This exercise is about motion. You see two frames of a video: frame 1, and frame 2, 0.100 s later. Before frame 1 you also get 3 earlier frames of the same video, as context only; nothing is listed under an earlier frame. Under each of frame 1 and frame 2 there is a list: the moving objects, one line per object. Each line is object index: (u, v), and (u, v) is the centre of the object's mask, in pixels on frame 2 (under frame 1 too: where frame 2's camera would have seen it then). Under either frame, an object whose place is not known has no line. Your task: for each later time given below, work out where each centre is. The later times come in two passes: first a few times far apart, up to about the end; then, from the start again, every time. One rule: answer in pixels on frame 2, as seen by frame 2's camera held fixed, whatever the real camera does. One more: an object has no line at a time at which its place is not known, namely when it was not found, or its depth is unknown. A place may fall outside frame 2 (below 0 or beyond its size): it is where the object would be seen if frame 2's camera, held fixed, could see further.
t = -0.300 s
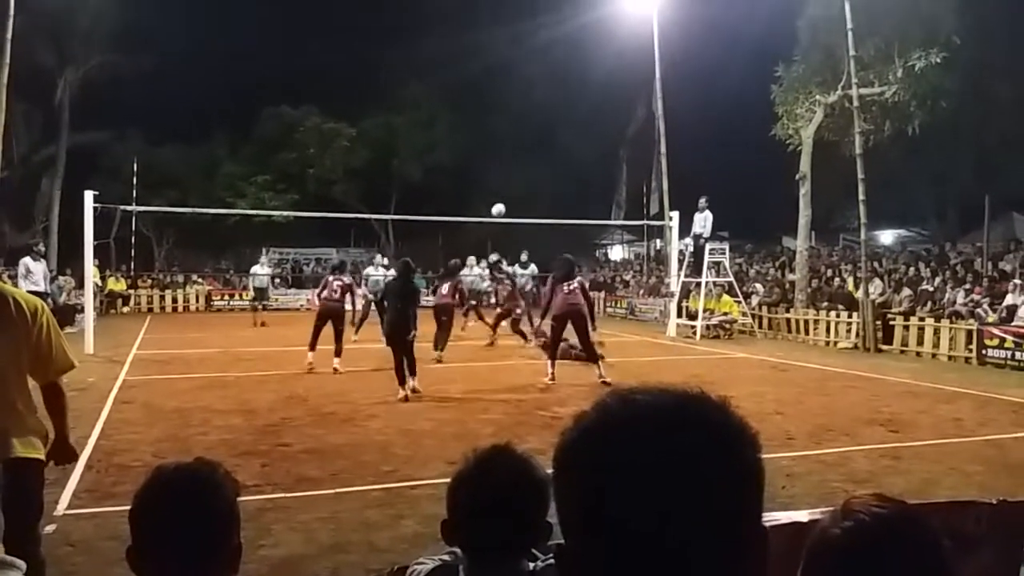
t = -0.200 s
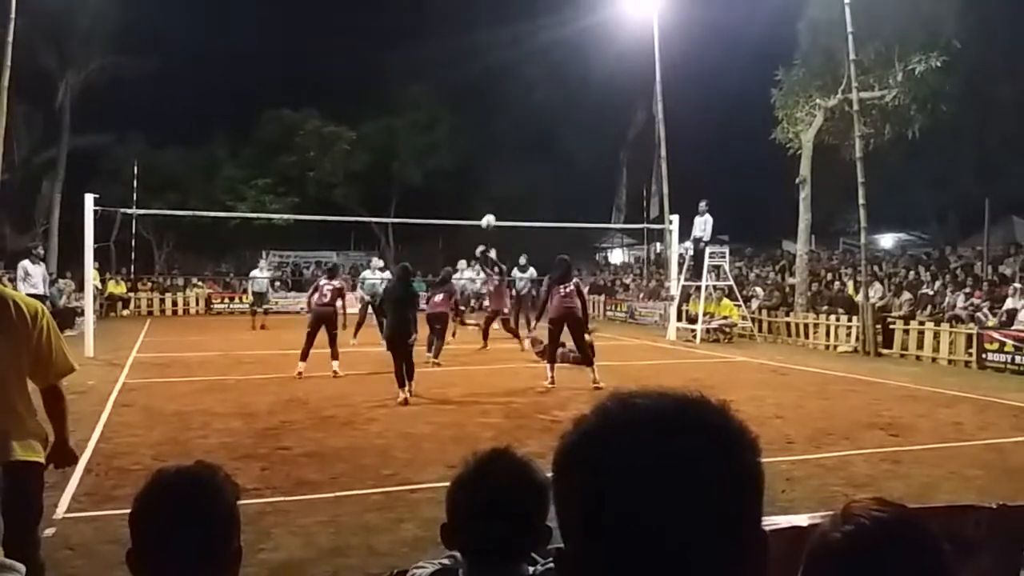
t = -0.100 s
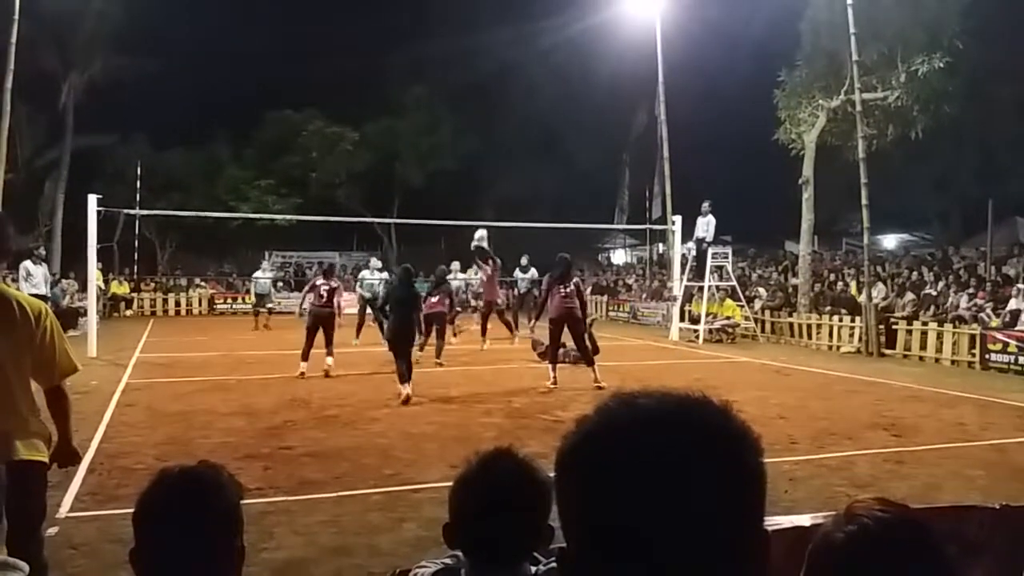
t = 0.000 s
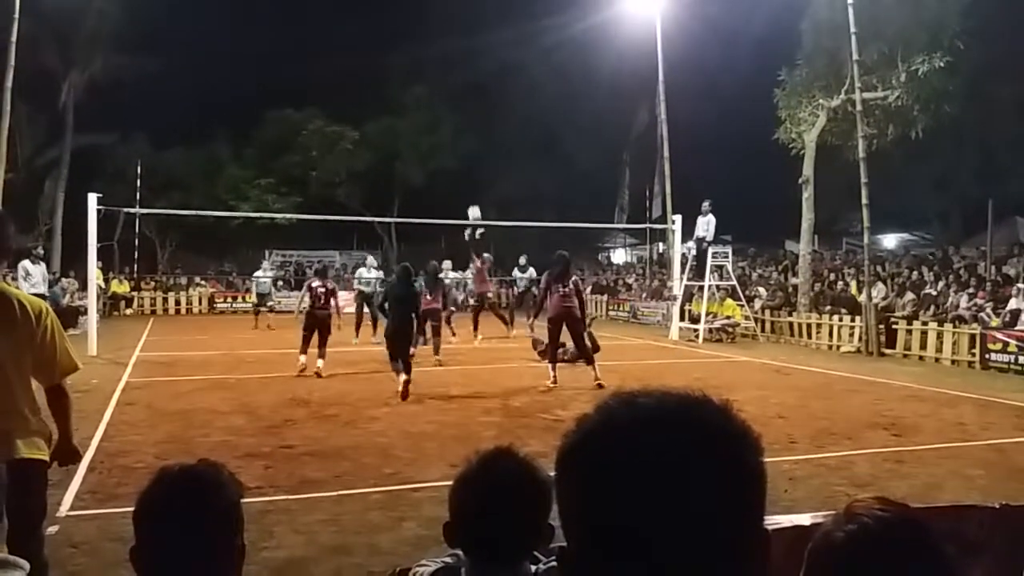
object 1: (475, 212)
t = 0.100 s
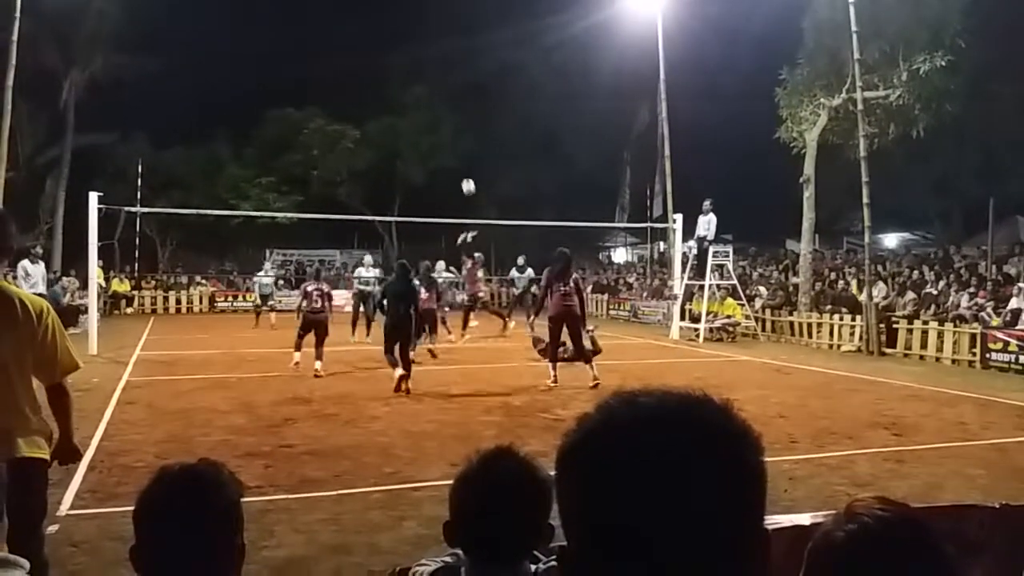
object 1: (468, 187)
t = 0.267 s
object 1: (456, 155)
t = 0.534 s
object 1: (438, 137)
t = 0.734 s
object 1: (424, 151)
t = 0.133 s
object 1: (466, 179)
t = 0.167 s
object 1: (463, 172)
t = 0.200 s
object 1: (461, 165)
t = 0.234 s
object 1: (459, 160)
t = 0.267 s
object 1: (456, 155)
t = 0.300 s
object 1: (454, 151)
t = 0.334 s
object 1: (452, 146)
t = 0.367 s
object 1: (450, 143)
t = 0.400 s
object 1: (447, 141)
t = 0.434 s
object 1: (445, 139)
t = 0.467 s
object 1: (443, 138)
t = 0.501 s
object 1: (440, 137)
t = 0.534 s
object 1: (438, 137)
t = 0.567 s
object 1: (436, 138)
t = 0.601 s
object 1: (433, 139)
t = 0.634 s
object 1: (431, 141)
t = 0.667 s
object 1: (428, 144)
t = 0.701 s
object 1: (426, 147)
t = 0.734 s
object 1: (424, 151)
